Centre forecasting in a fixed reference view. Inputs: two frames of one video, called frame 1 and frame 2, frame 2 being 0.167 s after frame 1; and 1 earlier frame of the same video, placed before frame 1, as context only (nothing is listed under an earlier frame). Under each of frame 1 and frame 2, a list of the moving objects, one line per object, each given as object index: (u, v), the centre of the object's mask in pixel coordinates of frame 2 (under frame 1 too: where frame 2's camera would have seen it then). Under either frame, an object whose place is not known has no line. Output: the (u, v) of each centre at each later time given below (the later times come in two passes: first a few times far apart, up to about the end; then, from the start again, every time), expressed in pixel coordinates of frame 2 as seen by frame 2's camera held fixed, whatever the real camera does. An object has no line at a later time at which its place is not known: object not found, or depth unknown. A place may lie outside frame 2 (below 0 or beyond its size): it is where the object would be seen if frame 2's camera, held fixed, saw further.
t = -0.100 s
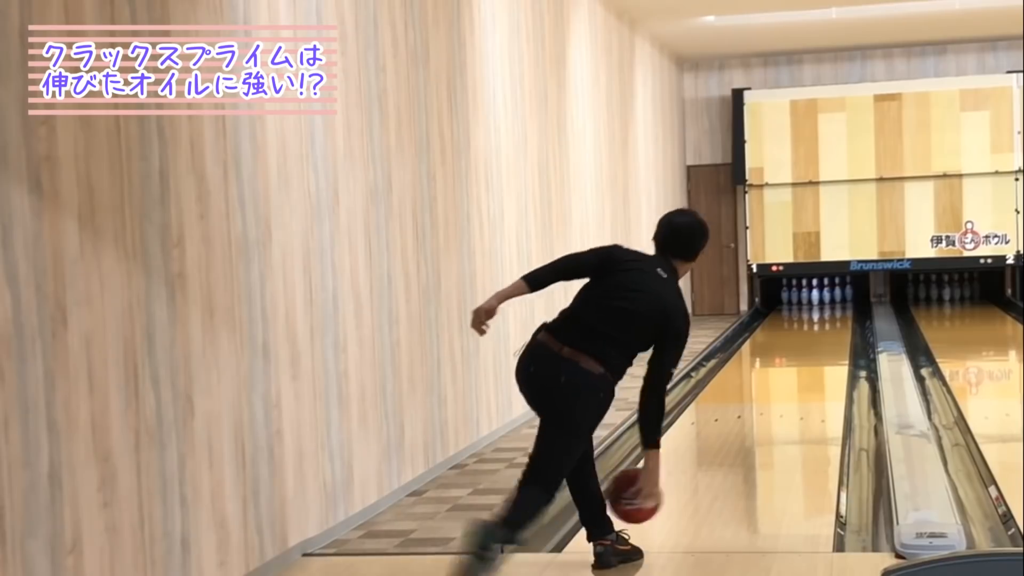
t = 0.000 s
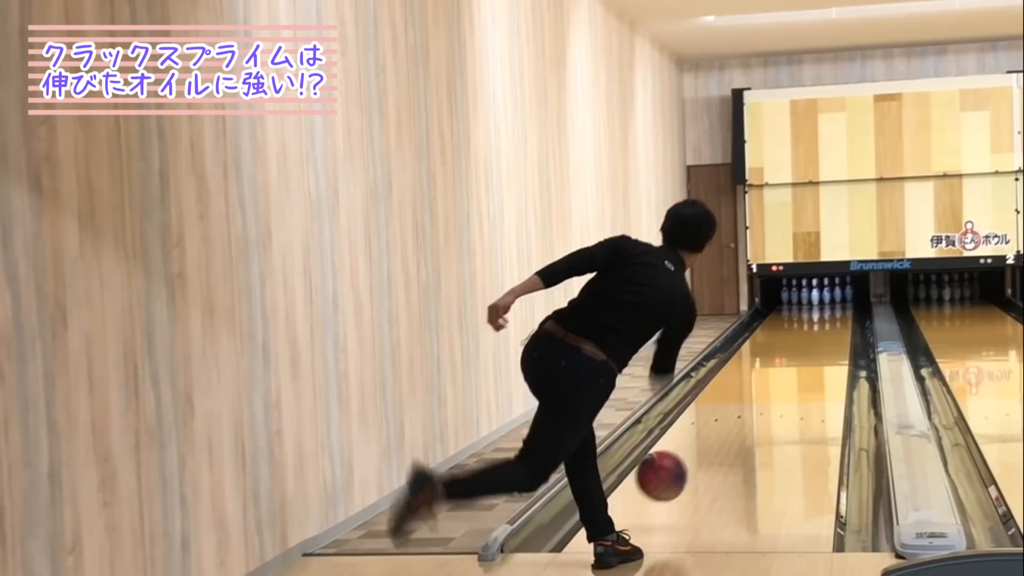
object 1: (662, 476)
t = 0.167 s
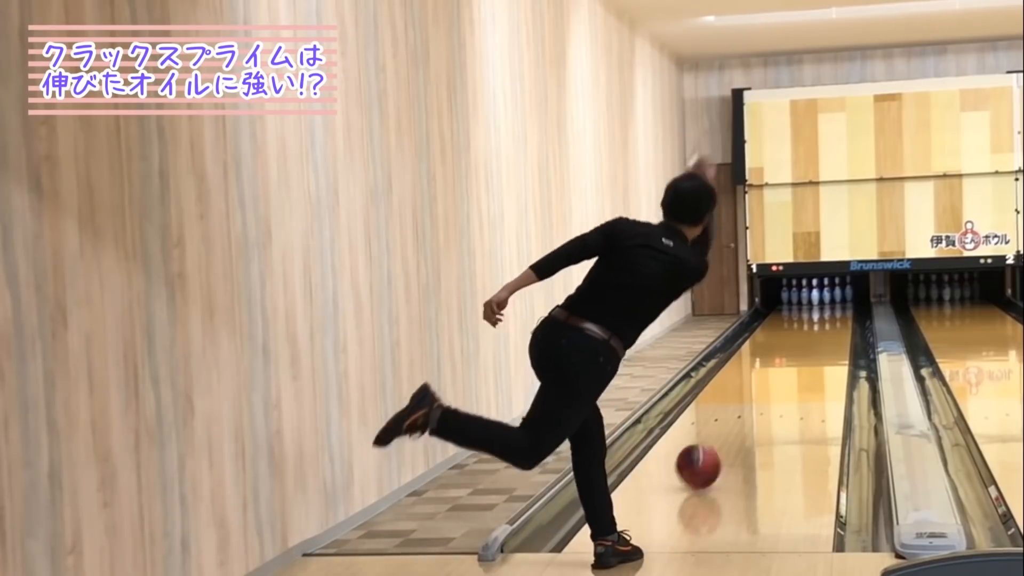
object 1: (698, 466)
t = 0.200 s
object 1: (704, 459)
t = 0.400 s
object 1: (735, 430)
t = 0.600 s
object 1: (758, 405)
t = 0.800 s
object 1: (776, 384)
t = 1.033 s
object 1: (792, 365)
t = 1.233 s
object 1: (803, 353)
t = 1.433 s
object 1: (813, 341)
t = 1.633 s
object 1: (820, 332)
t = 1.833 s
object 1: (825, 325)
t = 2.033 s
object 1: (828, 318)
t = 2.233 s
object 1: (830, 313)
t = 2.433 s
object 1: (829, 307)
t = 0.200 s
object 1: (704, 459)
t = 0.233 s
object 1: (709, 455)
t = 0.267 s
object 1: (715, 450)
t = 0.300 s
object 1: (720, 445)
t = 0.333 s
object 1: (725, 440)
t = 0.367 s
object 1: (730, 434)
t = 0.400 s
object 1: (735, 430)
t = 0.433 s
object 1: (739, 425)
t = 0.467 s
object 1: (743, 421)
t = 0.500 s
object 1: (747, 416)
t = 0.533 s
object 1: (751, 412)
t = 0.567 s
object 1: (754, 408)
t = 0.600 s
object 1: (758, 405)
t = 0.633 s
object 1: (760, 401)
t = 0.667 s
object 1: (764, 398)
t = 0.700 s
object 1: (767, 394)
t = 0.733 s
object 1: (770, 391)
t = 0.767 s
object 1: (773, 388)
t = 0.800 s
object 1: (776, 384)
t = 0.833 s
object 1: (778, 382)
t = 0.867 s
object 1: (781, 378)
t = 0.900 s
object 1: (783, 376)
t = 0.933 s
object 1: (785, 373)
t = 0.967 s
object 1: (788, 371)
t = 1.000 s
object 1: (790, 368)
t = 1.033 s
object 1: (792, 365)
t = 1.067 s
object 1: (794, 363)
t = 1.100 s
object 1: (796, 361)
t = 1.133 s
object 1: (798, 359)
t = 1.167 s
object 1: (799, 357)
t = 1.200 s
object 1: (802, 355)
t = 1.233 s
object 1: (803, 353)
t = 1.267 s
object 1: (805, 351)
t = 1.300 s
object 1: (806, 349)
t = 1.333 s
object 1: (808, 347)
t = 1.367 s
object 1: (809, 345)
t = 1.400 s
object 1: (811, 344)
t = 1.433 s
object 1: (813, 341)
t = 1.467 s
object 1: (813, 341)
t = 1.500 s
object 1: (814, 339)
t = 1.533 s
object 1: (816, 337)
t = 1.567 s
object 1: (817, 336)
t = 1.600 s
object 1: (818, 335)
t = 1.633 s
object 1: (820, 332)
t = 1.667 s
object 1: (821, 331)
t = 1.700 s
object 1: (821, 330)
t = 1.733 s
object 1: (822, 329)
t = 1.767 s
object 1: (823, 328)
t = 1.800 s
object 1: (825, 326)
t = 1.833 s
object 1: (825, 325)
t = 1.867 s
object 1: (826, 324)
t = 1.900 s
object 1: (827, 322)
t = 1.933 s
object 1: (827, 321)
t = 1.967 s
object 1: (829, 320)
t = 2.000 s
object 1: (828, 319)
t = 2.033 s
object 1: (828, 318)
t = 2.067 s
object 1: (829, 318)
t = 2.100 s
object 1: (829, 316)
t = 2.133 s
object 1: (830, 315)
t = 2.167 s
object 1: (831, 314)
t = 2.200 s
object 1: (831, 313)
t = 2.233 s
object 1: (830, 313)
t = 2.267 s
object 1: (830, 311)
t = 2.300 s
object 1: (830, 311)
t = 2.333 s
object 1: (831, 310)
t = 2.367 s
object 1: (830, 309)
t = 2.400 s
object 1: (829, 309)
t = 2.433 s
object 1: (829, 307)
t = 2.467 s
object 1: (829, 307)
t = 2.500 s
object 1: (829, 306)
